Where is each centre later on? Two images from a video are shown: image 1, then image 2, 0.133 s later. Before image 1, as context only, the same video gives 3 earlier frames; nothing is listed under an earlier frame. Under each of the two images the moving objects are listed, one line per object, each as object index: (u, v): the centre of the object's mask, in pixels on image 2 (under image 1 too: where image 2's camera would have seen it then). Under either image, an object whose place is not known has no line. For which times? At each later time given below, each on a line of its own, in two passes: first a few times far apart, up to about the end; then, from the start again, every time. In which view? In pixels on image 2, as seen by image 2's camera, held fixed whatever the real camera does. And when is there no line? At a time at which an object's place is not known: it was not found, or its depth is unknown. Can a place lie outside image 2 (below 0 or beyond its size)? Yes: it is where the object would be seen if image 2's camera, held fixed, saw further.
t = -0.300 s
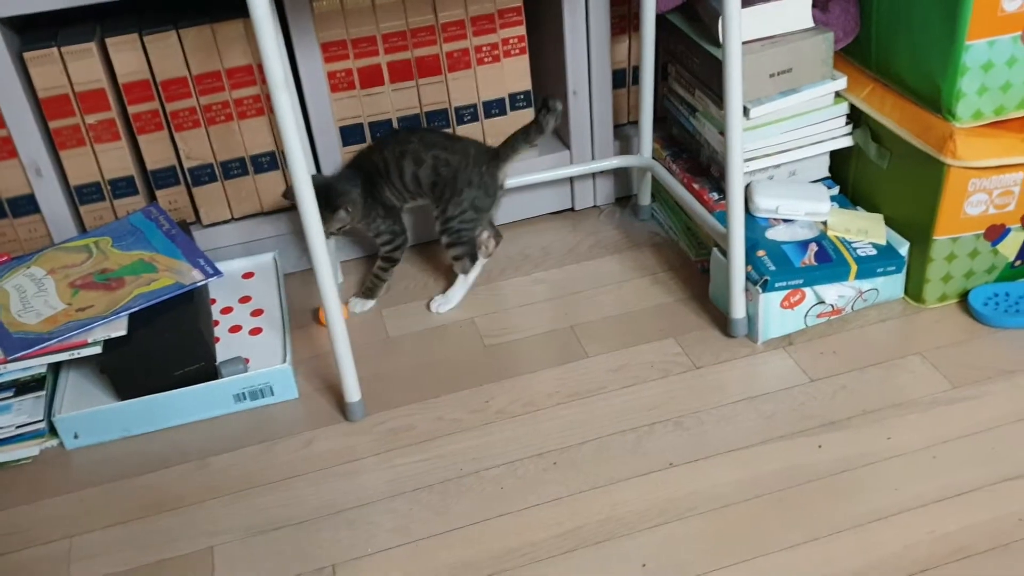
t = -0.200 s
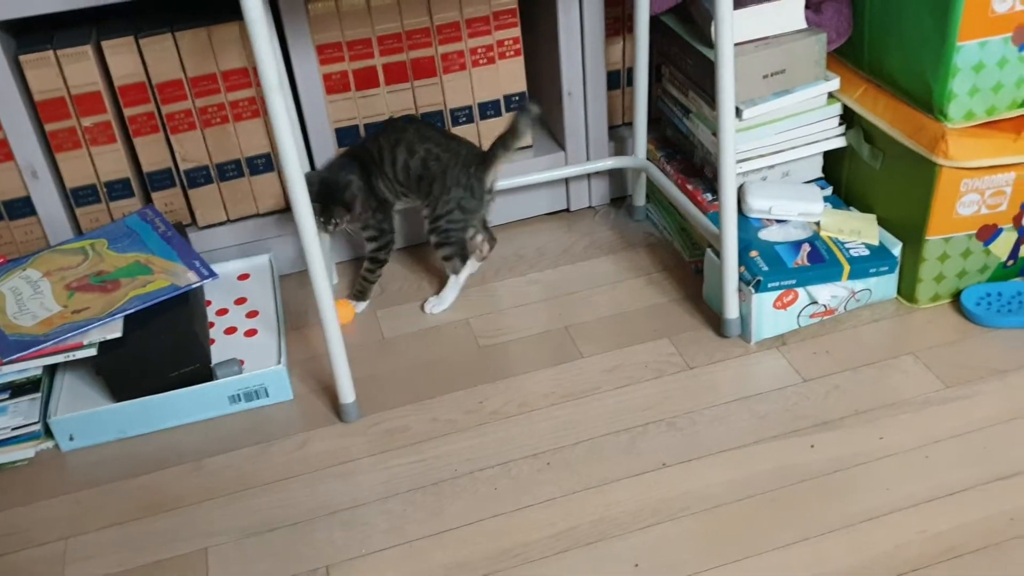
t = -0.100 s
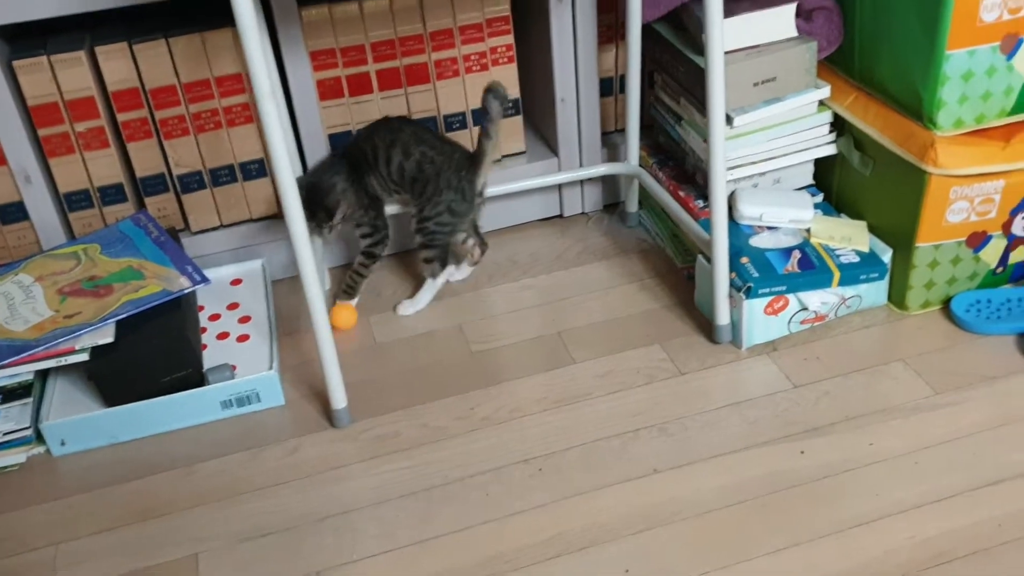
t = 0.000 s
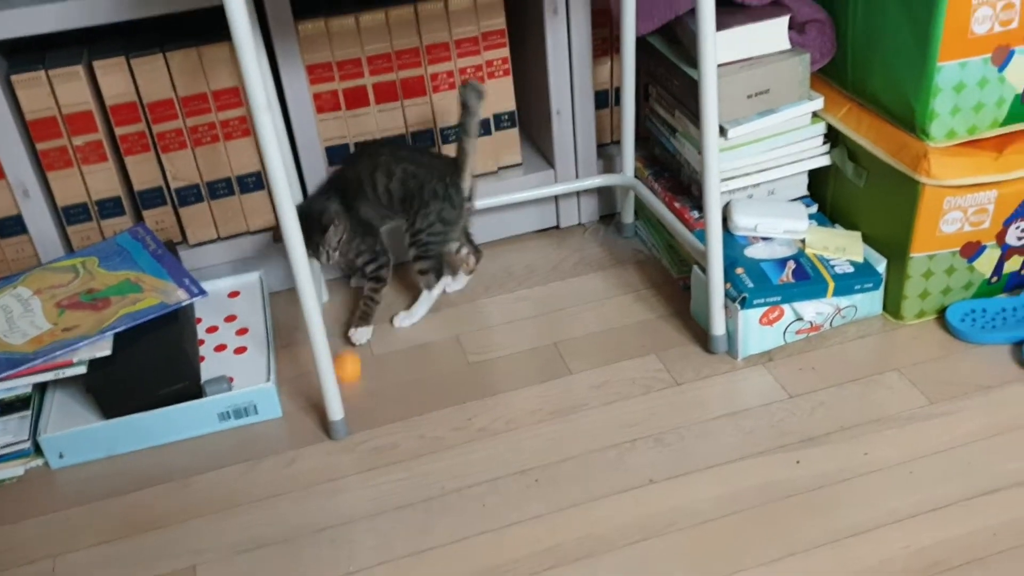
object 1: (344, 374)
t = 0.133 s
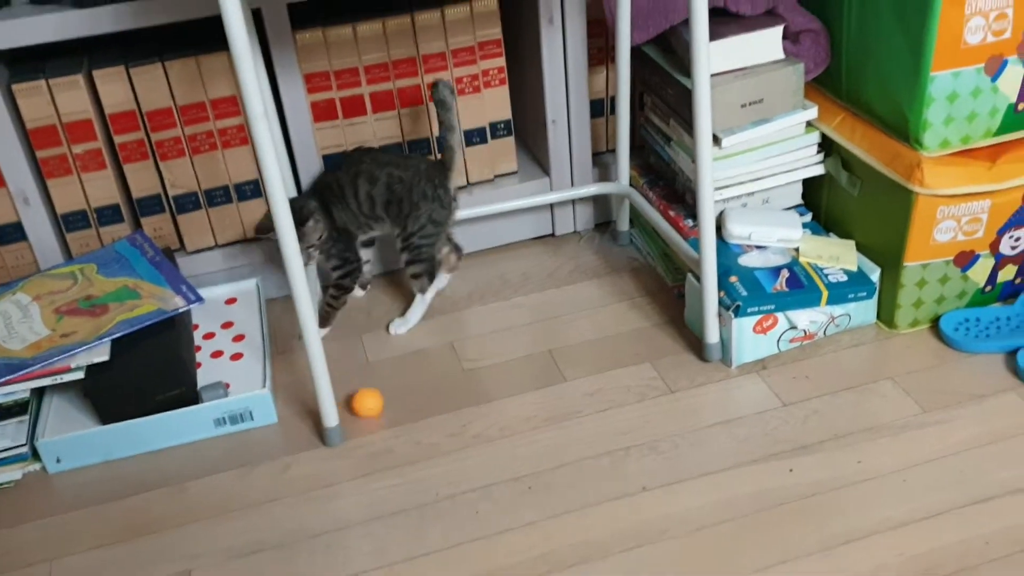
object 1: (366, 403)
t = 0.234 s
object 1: (406, 386)
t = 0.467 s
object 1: (488, 370)
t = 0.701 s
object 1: (564, 364)
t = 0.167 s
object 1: (380, 397)
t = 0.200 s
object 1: (393, 391)
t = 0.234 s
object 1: (406, 386)
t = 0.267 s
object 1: (419, 383)
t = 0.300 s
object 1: (432, 381)
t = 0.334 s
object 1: (444, 378)
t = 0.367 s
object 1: (454, 376)
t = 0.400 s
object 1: (465, 374)
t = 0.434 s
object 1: (476, 372)
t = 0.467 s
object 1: (488, 370)
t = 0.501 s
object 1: (500, 368)
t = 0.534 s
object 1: (511, 368)
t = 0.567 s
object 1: (523, 367)
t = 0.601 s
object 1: (533, 366)
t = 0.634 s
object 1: (542, 366)
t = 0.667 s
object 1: (554, 364)
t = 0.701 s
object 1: (564, 364)
